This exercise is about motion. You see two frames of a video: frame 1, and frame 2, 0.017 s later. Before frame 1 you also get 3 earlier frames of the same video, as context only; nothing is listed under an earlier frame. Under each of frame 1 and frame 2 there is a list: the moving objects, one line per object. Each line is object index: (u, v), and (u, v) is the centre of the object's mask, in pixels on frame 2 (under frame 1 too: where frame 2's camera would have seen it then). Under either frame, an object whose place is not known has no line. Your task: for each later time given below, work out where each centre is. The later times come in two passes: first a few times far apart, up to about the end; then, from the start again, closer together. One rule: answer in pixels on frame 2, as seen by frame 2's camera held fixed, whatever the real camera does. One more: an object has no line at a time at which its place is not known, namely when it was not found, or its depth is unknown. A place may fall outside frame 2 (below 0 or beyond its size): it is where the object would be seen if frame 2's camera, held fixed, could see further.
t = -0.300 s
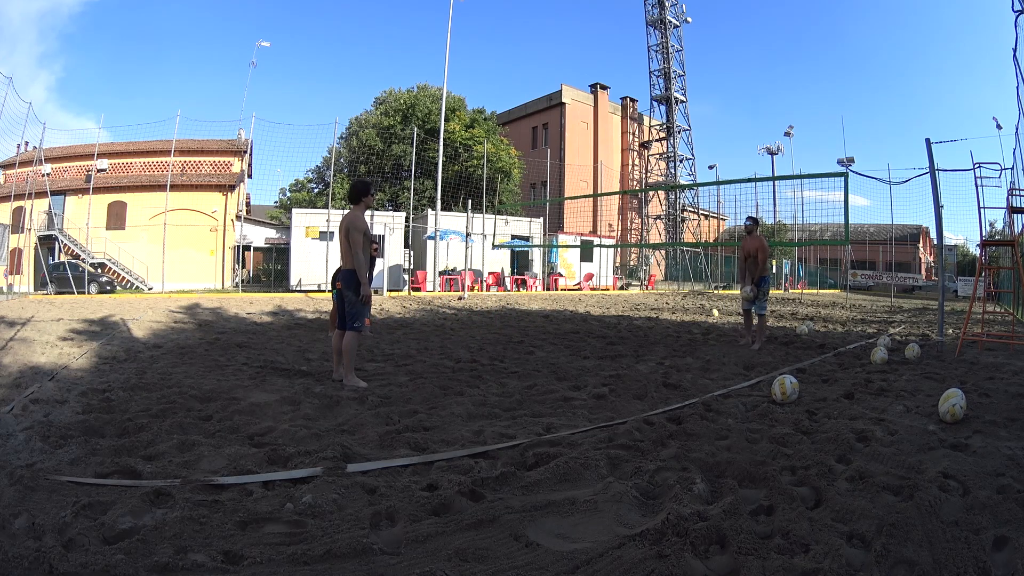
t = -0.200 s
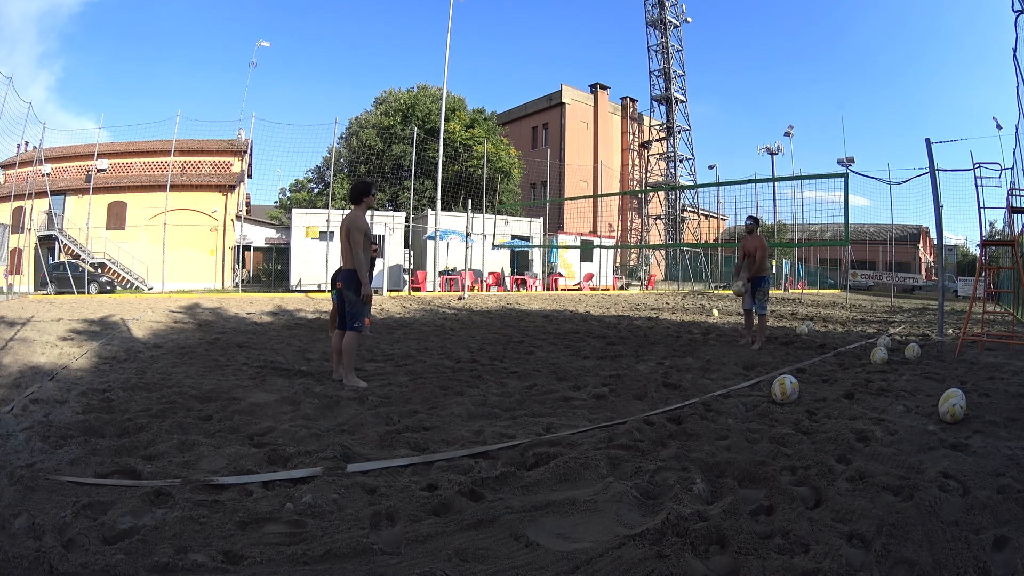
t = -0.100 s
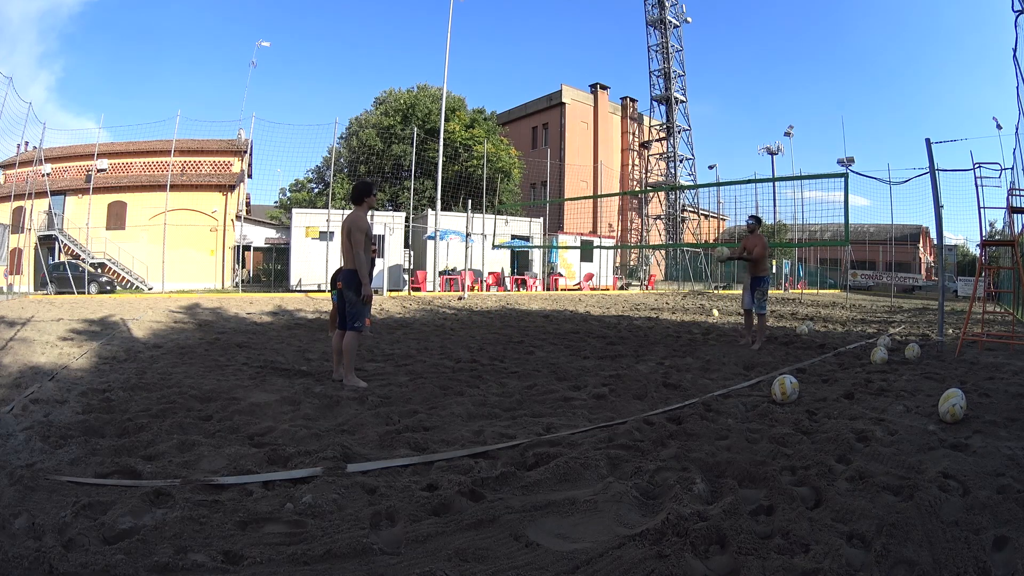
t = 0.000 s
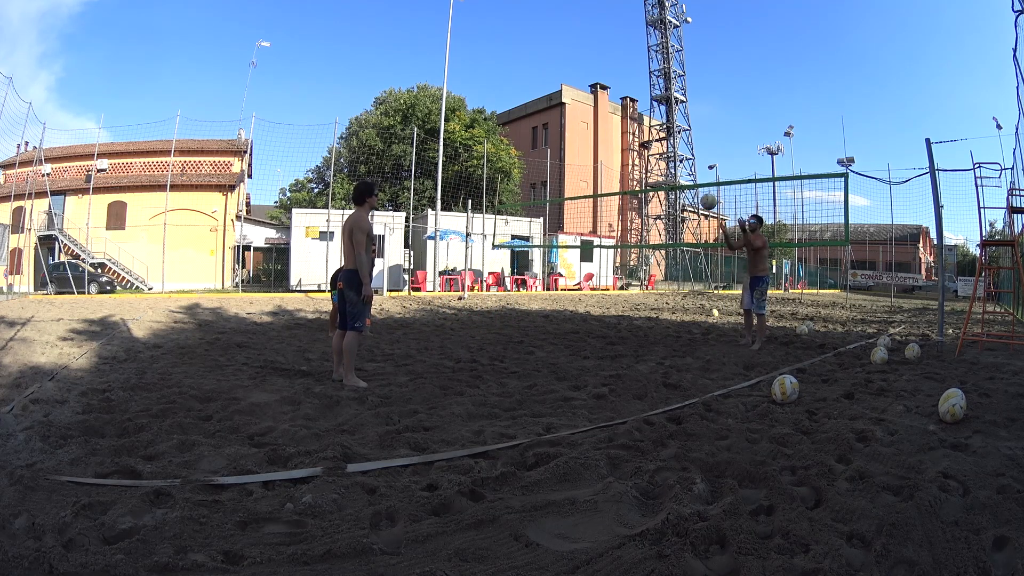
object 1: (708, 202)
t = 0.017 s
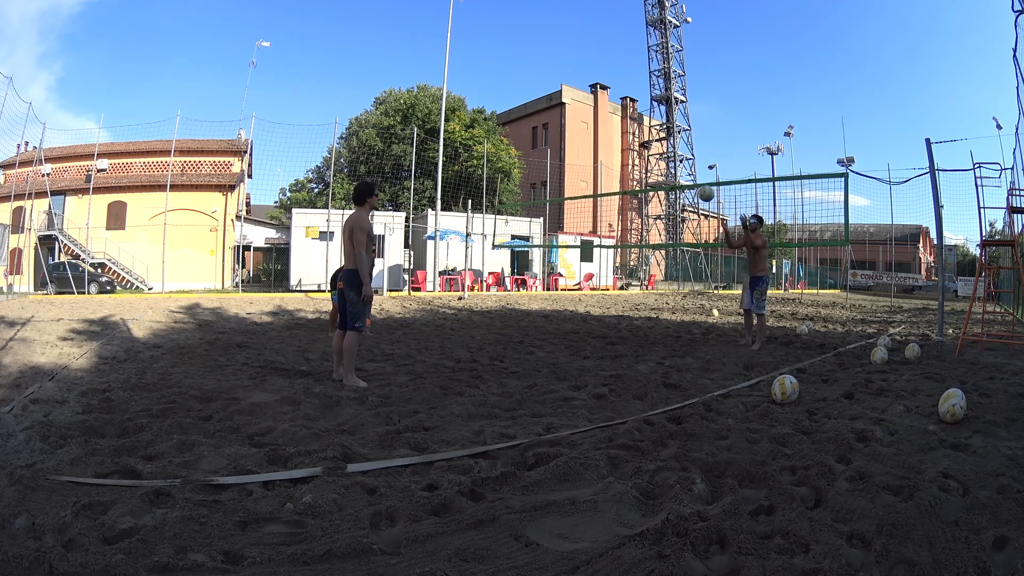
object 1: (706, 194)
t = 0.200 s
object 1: (678, 118)
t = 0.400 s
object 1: (645, 67)
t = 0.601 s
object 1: (612, 45)
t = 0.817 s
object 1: (575, 53)
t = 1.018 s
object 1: (539, 94)
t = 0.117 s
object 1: (691, 149)
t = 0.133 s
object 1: (689, 143)
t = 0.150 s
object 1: (686, 136)
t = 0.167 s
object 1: (683, 130)
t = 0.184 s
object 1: (681, 124)
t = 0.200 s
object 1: (678, 118)
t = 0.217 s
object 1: (675, 113)
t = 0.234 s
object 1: (673, 108)
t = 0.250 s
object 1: (670, 102)
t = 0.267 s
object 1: (667, 98)
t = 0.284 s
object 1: (665, 94)
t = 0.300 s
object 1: (662, 89)
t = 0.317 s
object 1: (659, 85)
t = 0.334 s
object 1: (656, 81)
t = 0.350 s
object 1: (653, 77)
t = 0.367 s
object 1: (651, 73)
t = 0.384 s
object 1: (648, 70)
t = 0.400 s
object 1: (645, 67)
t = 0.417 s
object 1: (642, 64)
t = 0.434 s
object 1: (640, 61)
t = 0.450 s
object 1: (637, 59)
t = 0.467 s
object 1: (634, 56)
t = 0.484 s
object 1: (631, 54)
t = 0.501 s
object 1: (629, 52)
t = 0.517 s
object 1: (626, 51)
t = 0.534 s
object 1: (623, 49)
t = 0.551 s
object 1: (620, 48)
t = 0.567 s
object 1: (618, 47)
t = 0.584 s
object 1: (615, 45)
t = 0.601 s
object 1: (612, 45)
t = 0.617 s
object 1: (609, 44)
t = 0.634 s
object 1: (607, 44)
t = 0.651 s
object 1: (604, 43)
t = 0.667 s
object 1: (601, 43)
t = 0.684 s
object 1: (598, 44)
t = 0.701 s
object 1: (595, 44)
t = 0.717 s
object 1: (592, 45)
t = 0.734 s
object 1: (590, 45)
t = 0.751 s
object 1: (587, 47)
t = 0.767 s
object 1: (584, 48)
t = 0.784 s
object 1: (581, 49)
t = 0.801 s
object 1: (578, 51)
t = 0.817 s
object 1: (575, 53)
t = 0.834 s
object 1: (572, 55)
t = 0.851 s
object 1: (569, 57)
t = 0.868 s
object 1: (566, 60)
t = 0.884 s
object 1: (563, 62)
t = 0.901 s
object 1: (560, 65)
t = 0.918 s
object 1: (557, 69)
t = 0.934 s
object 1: (554, 72)
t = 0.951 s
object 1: (551, 76)
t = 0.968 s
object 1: (548, 80)
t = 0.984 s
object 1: (545, 85)
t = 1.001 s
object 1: (542, 89)
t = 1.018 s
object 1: (539, 94)
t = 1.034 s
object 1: (536, 99)
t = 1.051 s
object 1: (532, 105)
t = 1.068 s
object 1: (529, 111)
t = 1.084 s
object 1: (526, 116)
